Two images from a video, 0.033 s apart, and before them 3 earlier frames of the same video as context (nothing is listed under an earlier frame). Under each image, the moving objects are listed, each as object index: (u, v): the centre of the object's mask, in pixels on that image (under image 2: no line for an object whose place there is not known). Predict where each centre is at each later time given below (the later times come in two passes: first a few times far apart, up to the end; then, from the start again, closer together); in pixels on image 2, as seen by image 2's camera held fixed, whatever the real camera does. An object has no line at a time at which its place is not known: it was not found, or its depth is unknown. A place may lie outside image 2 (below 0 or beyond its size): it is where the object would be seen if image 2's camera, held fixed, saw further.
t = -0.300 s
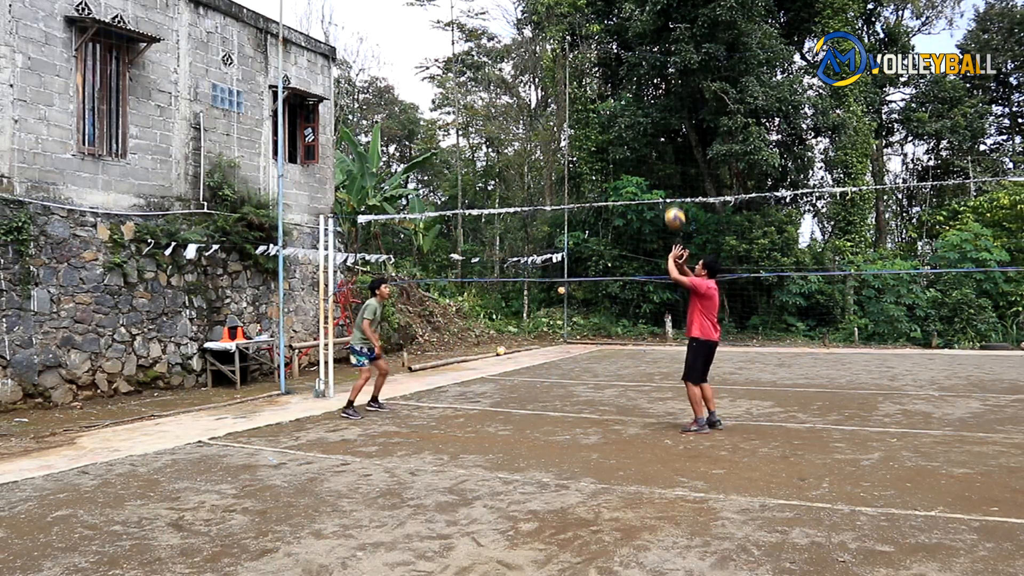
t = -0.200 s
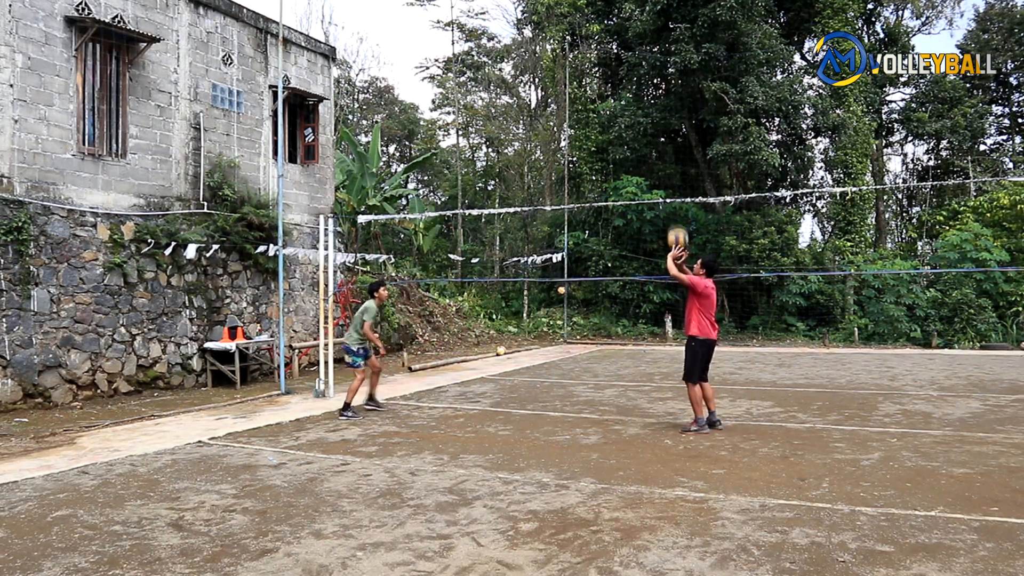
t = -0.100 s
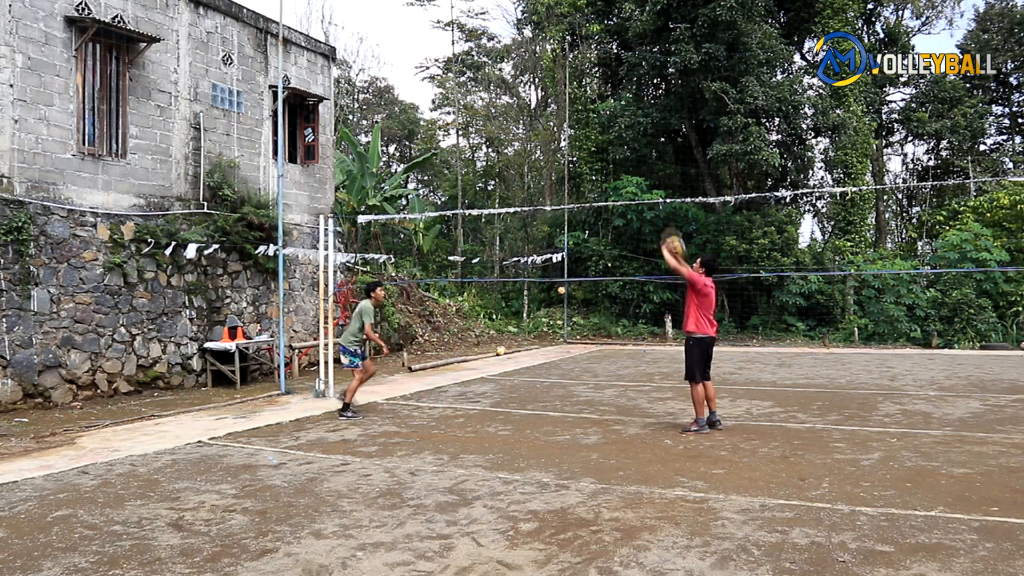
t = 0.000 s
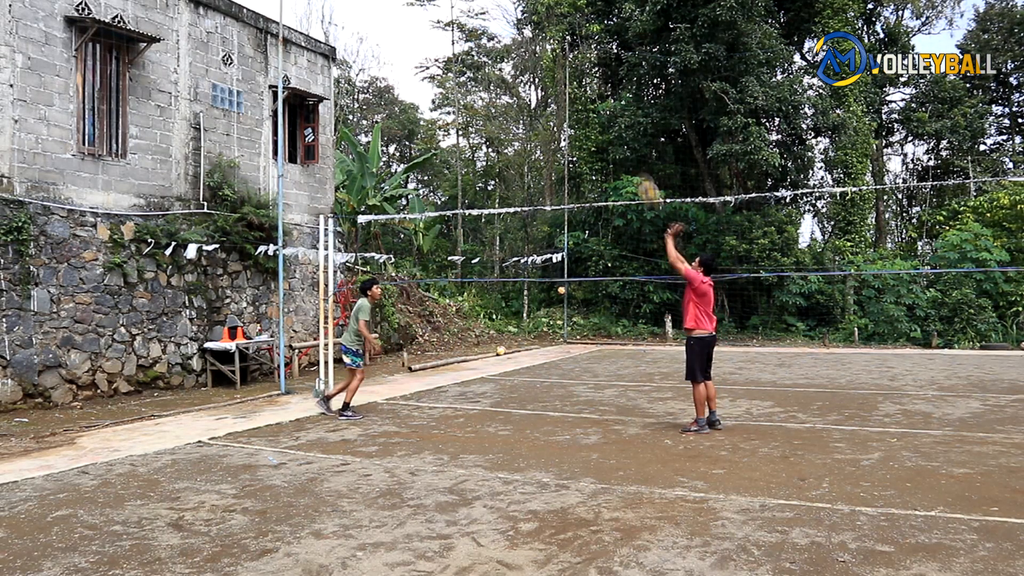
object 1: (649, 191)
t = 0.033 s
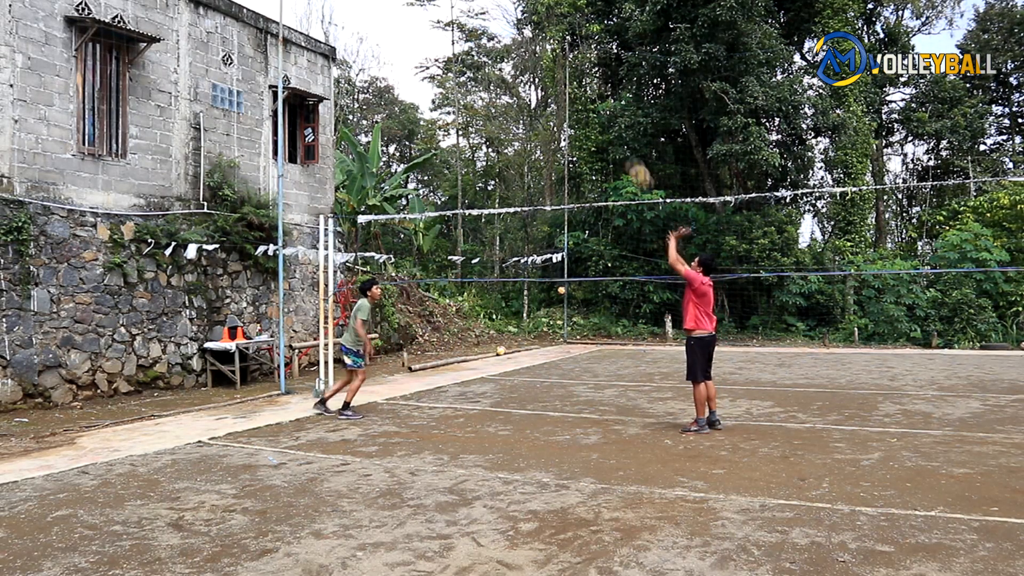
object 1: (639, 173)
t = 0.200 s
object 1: (597, 111)
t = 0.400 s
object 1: (549, 71)
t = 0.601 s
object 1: (503, 67)
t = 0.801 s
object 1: (460, 96)
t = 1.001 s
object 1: (421, 155)
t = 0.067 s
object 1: (630, 160)
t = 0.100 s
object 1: (622, 146)
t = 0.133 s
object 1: (614, 134)
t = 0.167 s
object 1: (605, 122)
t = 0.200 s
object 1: (597, 111)
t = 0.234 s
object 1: (587, 101)
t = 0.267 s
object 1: (579, 93)
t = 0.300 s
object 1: (571, 85)
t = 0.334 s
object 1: (563, 80)
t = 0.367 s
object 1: (556, 75)
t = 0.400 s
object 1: (549, 71)
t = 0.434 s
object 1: (539, 68)
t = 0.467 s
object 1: (533, 66)
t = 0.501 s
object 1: (524, 65)
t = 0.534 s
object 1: (517, 65)
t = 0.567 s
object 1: (509, 66)
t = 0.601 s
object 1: (503, 67)
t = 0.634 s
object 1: (495, 70)
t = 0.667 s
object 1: (488, 73)
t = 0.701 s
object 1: (481, 78)
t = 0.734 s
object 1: (475, 83)
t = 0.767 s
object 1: (467, 89)
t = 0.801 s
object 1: (460, 96)
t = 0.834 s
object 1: (453, 104)
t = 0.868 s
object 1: (447, 114)
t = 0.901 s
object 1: (442, 122)
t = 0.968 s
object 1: (427, 145)
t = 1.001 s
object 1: (421, 155)
